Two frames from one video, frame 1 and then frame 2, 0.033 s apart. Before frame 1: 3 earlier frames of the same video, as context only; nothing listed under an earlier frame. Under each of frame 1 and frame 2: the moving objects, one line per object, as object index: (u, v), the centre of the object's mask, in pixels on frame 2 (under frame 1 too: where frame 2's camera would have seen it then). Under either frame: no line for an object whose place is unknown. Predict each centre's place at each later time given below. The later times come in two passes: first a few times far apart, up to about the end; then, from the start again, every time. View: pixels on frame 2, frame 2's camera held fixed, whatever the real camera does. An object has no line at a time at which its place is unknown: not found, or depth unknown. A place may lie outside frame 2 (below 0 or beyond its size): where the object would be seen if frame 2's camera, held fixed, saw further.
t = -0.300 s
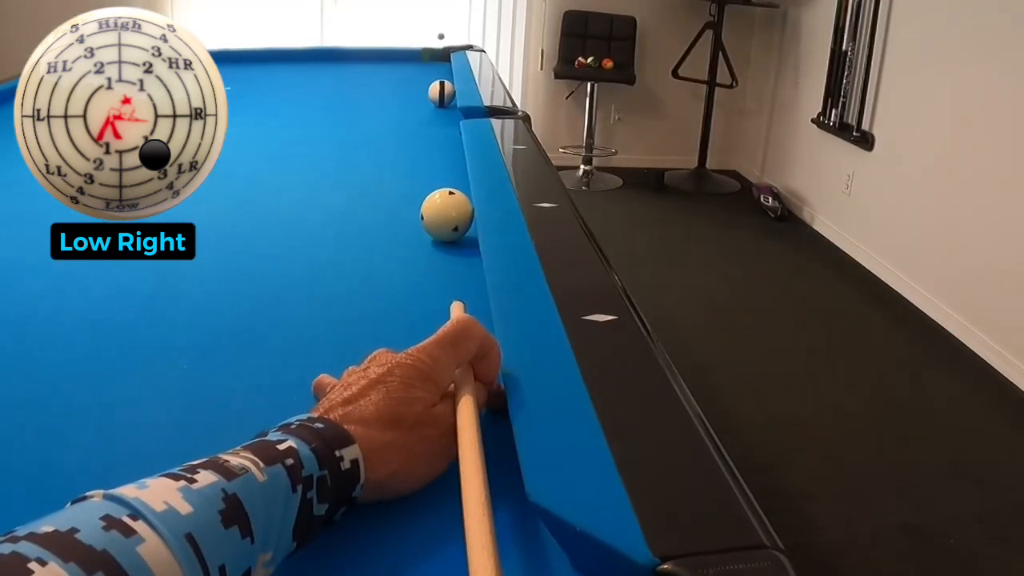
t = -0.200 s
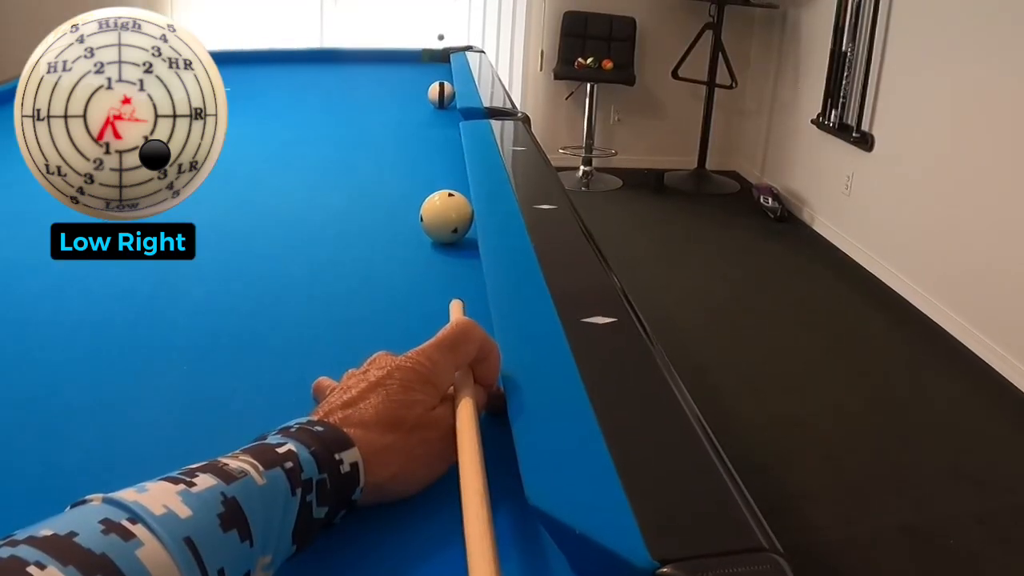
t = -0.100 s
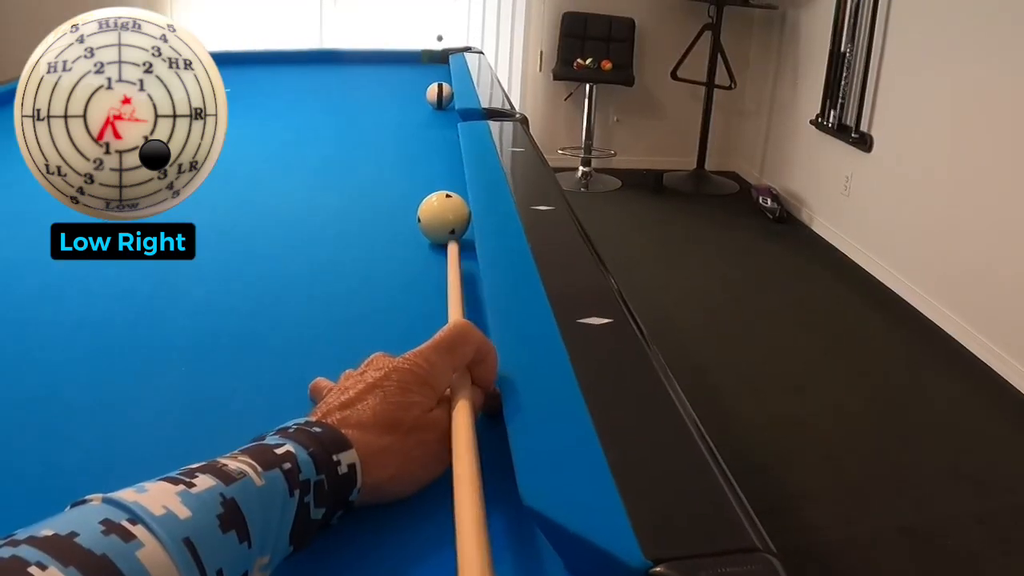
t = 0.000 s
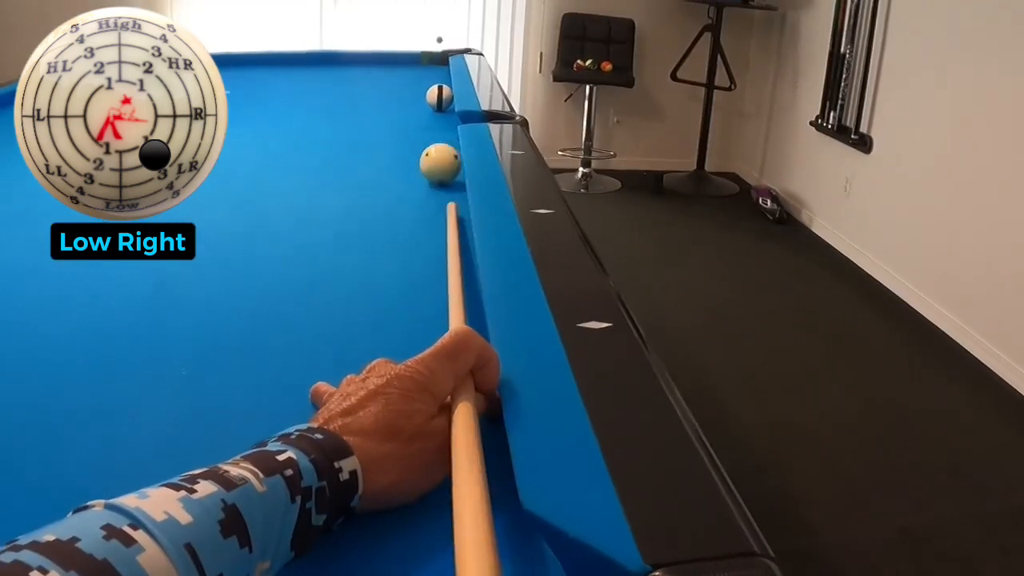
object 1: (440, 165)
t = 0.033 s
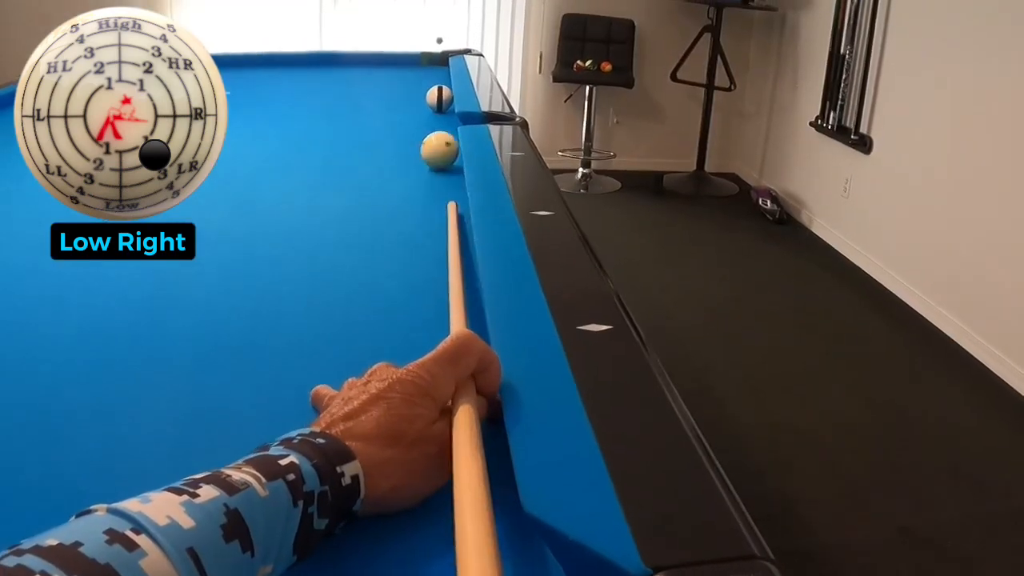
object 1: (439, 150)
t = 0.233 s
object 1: (438, 103)
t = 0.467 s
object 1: (436, 103)
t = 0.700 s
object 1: (435, 103)
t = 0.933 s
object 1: (434, 102)
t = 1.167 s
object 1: (434, 102)
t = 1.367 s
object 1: (434, 102)
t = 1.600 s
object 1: (434, 102)
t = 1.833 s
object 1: (435, 102)
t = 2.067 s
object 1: (435, 102)
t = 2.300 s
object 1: (435, 102)
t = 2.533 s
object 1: (435, 102)
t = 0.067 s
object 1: (439, 138)
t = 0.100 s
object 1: (439, 128)
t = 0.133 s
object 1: (439, 119)
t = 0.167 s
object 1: (438, 112)
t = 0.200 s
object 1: (438, 105)
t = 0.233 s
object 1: (438, 103)
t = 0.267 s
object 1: (438, 103)
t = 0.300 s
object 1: (437, 103)
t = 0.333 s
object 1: (437, 103)
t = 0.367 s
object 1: (437, 103)
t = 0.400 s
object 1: (437, 103)
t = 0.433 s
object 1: (437, 103)
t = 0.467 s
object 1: (436, 103)
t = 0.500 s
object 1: (436, 103)
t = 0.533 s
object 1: (436, 103)
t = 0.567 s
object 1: (436, 102)
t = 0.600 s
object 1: (436, 103)
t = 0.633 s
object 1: (436, 103)
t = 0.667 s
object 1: (436, 103)
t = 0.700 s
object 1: (435, 103)
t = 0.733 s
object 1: (435, 103)
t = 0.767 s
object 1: (435, 103)
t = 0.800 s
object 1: (435, 102)
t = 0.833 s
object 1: (434, 102)
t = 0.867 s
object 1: (434, 102)
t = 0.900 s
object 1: (434, 102)
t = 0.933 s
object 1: (434, 102)
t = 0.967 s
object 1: (434, 102)
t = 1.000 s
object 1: (434, 102)
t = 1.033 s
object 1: (434, 102)
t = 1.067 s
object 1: (434, 102)
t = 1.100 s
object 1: (434, 102)
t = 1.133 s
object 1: (434, 102)
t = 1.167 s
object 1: (434, 102)
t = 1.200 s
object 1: (434, 102)
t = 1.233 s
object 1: (434, 102)
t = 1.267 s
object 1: (434, 102)
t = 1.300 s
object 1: (434, 102)
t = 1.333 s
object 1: (434, 102)
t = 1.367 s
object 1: (434, 102)
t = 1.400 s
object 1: (434, 102)
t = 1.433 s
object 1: (434, 102)
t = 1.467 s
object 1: (434, 102)
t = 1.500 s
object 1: (434, 102)
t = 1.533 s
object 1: (434, 102)
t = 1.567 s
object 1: (434, 102)
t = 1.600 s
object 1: (434, 102)
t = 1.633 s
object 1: (434, 102)
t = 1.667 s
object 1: (434, 102)
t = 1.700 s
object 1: (435, 102)
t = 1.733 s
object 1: (435, 102)
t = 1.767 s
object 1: (435, 102)
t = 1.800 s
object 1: (435, 102)
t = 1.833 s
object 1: (435, 102)
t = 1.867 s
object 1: (435, 102)
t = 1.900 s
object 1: (435, 102)
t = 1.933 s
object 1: (435, 102)
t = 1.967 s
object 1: (435, 102)
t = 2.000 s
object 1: (435, 102)
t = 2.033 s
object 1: (435, 102)
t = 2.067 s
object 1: (435, 102)
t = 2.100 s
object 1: (435, 102)
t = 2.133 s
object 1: (435, 102)
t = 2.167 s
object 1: (435, 102)
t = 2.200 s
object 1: (435, 102)
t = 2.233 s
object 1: (435, 102)
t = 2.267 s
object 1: (435, 102)
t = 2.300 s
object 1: (435, 102)
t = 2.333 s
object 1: (435, 102)
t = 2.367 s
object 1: (435, 102)
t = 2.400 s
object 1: (435, 102)
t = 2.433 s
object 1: (435, 102)
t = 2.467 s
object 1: (435, 102)
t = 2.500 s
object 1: (435, 102)
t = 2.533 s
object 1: (435, 102)
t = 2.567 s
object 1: (435, 102)
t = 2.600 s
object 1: (435, 102)
